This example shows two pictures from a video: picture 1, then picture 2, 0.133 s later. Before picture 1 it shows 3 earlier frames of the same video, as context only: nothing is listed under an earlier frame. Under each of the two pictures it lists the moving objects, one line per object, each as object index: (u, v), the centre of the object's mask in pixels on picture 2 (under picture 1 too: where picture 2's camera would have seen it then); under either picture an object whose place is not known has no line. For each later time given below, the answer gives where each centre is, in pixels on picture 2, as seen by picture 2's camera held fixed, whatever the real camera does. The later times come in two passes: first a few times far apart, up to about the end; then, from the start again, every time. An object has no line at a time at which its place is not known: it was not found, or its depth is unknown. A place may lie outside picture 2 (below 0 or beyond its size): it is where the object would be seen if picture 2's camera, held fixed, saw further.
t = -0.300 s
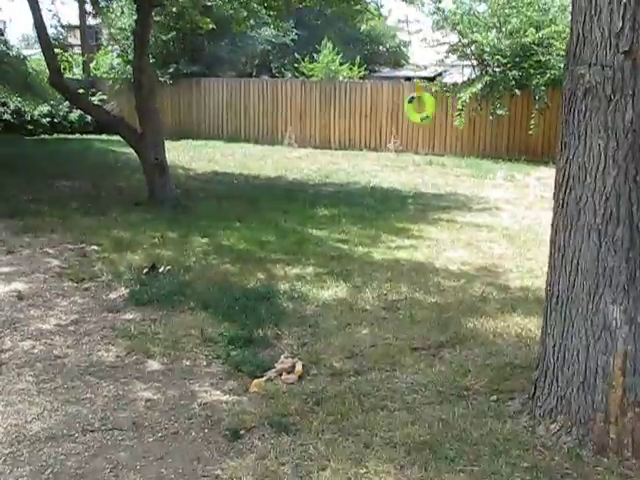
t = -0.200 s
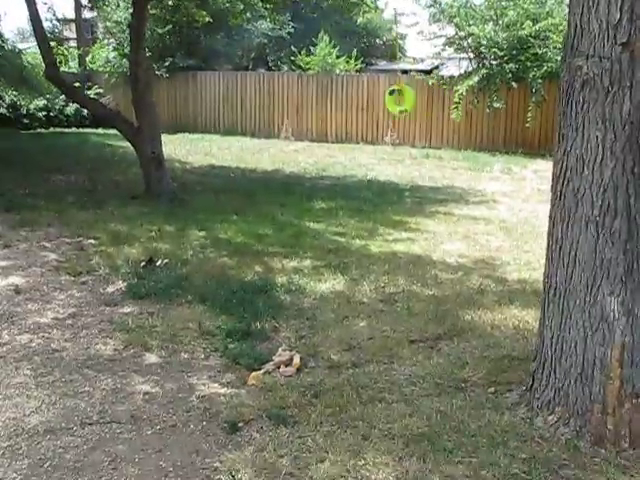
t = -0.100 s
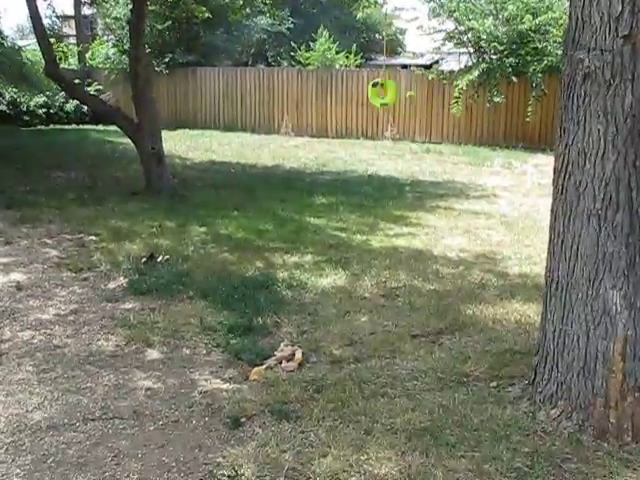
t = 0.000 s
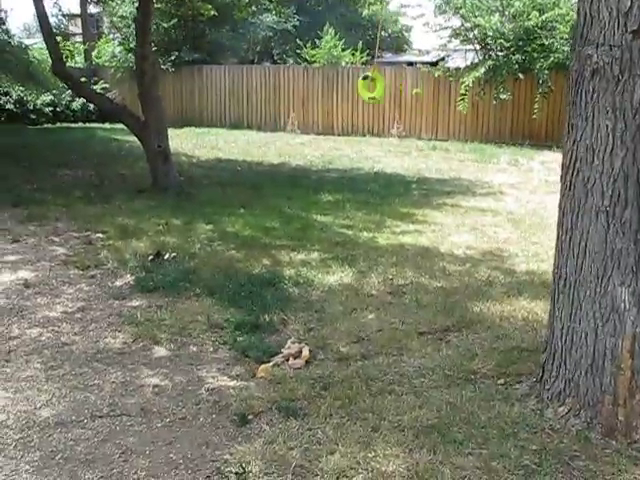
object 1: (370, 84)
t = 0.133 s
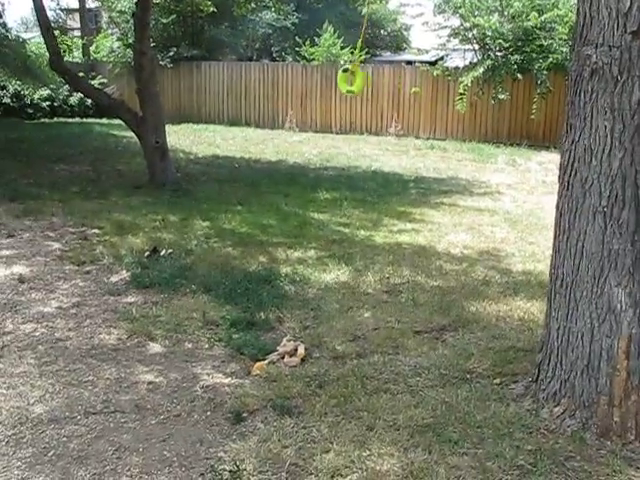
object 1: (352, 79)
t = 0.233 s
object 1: (340, 76)
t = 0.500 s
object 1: (334, 79)
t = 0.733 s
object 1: (362, 87)
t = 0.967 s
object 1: (412, 88)
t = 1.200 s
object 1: (448, 79)
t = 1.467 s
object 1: (444, 83)
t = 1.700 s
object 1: (404, 92)
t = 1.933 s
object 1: (358, 86)
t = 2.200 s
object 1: (328, 78)
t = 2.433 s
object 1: (331, 79)
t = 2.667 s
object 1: (366, 90)
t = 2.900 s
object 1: (415, 90)
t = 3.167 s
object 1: (452, 82)
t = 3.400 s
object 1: (446, 83)
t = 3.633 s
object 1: (404, 89)
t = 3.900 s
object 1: (351, 84)
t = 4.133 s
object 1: (329, 76)
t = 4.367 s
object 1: (335, 79)
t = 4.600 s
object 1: (371, 86)
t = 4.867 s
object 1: (424, 87)
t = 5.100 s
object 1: (451, 80)
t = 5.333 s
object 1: (442, 81)
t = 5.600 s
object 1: (395, 89)
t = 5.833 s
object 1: (351, 84)
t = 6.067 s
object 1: (334, 77)
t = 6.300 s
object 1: (345, 77)
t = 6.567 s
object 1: (385, 85)
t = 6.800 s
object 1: (428, 87)
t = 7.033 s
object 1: (459, 82)
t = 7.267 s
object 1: (460, 80)
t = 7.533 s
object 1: (420, 83)
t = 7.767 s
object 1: (374, 82)
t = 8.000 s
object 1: (356, 75)
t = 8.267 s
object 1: (369, 78)
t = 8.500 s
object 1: (411, 84)
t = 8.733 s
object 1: (461, 88)
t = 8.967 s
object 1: (495, 84)
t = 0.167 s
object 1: (347, 78)
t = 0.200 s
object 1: (344, 77)
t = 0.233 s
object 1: (340, 76)
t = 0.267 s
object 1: (337, 76)
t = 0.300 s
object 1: (336, 76)
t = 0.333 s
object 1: (334, 76)
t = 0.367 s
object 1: (333, 76)
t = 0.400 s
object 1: (333, 76)
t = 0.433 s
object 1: (332, 77)
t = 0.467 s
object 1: (333, 78)
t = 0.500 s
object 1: (334, 79)
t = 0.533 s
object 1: (336, 80)
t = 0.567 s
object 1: (338, 82)
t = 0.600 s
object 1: (341, 82)
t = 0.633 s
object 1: (345, 85)
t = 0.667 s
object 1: (351, 85)
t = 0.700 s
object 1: (356, 86)
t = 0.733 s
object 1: (362, 87)
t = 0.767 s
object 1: (369, 87)
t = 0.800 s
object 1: (375, 88)
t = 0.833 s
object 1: (383, 89)
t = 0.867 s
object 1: (391, 90)
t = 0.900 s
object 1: (398, 89)
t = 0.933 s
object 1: (405, 88)
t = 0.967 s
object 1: (412, 88)
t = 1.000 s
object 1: (419, 86)
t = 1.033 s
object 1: (426, 85)
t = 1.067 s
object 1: (431, 84)
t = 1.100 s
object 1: (436, 83)
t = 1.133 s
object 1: (441, 82)
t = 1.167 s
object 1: (444, 81)
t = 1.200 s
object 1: (448, 79)
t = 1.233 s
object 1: (450, 80)
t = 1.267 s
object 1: (452, 79)
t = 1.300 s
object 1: (453, 79)
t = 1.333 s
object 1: (453, 80)
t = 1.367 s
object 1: (452, 80)
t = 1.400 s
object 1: (450, 81)
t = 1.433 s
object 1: (447, 82)
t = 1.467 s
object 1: (444, 83)
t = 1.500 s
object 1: (440, 84)
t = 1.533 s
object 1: (435, 85)
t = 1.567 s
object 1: (429, 87)
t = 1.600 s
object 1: (424, 88)
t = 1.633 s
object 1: (418, 88)
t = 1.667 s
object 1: (411, 90)
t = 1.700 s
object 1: (404, 92)
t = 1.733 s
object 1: (398, 91)
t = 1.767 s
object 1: (391, 91)
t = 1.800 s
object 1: (383, 90)
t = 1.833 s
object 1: (377, 90)
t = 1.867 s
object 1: (371, 89)
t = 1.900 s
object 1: (364, 88)
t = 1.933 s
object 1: (358, 86)
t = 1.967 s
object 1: (352, 85)
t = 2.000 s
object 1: (347, 83)
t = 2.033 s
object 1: (343, 82)
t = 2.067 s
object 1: (338, 81)
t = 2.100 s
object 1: (334, 81)
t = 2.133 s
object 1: (332, 80)
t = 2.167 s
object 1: (330, 78)
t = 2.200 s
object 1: (328, 78)
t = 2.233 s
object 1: (327, 77)
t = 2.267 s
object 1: (327, 77)
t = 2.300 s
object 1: (326, 77)
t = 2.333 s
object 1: (327, 77)
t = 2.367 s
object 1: (327, 78)
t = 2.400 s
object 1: (329, 78)
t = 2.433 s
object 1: (331, 79)
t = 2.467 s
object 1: (335, 81)
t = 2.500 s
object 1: (338, 82)
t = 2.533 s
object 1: (343, 84)
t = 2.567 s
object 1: (348, 85)
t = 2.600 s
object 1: (353, 87)
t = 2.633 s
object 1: (359, 88)
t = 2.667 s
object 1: (366, 90)
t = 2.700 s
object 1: (373, 91)
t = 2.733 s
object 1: (380, 91)
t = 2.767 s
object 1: (387, 92)
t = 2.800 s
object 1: (394, 91)
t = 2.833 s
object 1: (402, 92)
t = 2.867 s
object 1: (409, 91)
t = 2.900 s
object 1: (415, 90)
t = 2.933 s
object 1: (422, 88)
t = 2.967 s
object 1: (428, 87)
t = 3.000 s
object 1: (433, 86)
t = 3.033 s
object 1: (438, 86)
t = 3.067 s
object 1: (443, 85)
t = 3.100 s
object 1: (447, 84)
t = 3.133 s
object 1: (449, 82)
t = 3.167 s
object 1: (452, 82)
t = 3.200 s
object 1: (454, 82)
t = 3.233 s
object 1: (454, 82)
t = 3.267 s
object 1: (454, 81)
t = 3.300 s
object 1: (453, 82)
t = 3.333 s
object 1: (452, 82)
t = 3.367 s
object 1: (449, 82)
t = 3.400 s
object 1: (446, 83)
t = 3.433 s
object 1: (442, 84)
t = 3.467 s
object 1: (437, 85)
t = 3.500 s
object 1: (432, 86)
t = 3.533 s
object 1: (426, 87)
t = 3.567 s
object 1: (419, 88)
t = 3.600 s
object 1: (412, 89)
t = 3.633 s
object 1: (404, 89)
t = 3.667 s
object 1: (397, 89)
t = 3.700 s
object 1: (389, 89)
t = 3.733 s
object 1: (383, 88)
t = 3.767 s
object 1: (375, 88)
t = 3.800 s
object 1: (368, 87)
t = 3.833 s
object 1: (362, 86)
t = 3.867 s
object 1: (356, 86)
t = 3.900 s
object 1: (351, 84)
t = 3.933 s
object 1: (346, 84)
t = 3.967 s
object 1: (342, 82)
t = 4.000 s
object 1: (338, 81)
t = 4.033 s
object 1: (335, 79)
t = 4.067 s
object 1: (332, 78)
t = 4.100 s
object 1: (330, 77)
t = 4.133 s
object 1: (329, 76)
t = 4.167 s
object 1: (328, 76)
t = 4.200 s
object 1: (328, 76)
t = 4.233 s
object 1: (328, 76)
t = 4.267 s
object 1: (329, 77)
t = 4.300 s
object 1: (330, 77)
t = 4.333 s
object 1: (331, 78)
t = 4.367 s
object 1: (335, 79)
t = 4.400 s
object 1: (339, 79)
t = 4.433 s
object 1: (343, 80)
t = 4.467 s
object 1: (347, 82)
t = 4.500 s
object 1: (354, 82)
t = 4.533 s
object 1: (359, 84)
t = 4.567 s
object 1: (364, 85)
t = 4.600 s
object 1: (371, 86)
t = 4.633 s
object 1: (376, 89)
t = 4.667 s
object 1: (384, 89)
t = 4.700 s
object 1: (391, 89)
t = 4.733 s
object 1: (397, 88)
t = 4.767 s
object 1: (404, 89)
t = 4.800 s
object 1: (411, 88)
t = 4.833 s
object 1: (418, 87)
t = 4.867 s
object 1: (424, 87)
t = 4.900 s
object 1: (429, 85)
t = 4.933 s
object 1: (435, 85)
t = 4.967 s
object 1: (439, 83)
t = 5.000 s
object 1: (443, 82)
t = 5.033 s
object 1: (446, 81)
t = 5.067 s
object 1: (449, 81)
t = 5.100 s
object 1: (451, 80)
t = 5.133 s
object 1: (452, 80)
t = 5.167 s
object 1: (452, 79)
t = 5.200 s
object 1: (451, 79)
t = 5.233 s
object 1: (451, 80)
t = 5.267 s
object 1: (448, 80)
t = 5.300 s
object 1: (446, 81)
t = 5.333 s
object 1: (442, 81)
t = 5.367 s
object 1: (438, 83)
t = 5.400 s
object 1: (433, 83)
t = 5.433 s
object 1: (428, 84)
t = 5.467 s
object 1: (421, 84)
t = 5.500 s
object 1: (416, 85)
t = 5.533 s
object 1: (408, 88)
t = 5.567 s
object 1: (402, 89)
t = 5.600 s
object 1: (395, 89)
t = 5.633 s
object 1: (387, 89)
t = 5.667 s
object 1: (380, 89)
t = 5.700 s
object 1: (374, 88)
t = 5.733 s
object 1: (367, 87)
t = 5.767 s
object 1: (362, 86)
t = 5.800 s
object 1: (357, 85)
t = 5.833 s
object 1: (351, 84)
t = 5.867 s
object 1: (346, 82)
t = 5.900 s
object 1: (343, 81)
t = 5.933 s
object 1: (340, 81)
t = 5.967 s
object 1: (337, 79)
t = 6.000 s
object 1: (336, 78)
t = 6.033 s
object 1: (335, 77)
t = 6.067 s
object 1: (334, 77)
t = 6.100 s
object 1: (334, 76)
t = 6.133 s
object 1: (334, 75)
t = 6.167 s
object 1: (336, 75)
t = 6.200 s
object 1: (337, 76)
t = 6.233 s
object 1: (339, 76)
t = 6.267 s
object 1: (342, 77)
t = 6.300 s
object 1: (345, 77)
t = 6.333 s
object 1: (348, 78)
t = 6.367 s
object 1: (353, 80)
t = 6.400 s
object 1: (358, 80)
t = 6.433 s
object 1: (363, 81)
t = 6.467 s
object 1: (368, 82)
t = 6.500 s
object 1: (373, 83)
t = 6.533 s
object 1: (379, 84)
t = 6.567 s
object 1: (385, 85)
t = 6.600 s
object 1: (391, 86)
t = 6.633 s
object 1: (398, 85)
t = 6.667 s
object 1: (404, 88)
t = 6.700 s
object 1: (410, 88)
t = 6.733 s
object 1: (417, 88)
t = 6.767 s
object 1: (423, 87)
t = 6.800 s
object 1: (428, 87)
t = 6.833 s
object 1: (434, 86)
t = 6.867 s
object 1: (439, 86)
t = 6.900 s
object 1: (445, 85)
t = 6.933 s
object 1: (450, 84)
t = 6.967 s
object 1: (454, 84)
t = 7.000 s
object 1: (457, 83)
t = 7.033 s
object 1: (459, 82)
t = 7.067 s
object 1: (462, 81)
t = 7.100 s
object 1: (463, 81)
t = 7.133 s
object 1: (464, 79)
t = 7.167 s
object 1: (463, 79)
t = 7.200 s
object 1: (463, 79)
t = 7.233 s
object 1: (462, 79)
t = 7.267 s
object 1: (460, 80)
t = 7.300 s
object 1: (458, 80)
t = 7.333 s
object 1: (454, 80)
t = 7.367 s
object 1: (449, 81)
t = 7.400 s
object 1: (445, 82)
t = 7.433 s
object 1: (439, 82)
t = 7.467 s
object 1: (433, 83)
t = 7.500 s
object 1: (427, 83)
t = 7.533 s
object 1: (420, 83)
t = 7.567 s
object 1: (414, 84)
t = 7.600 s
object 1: (408, 84)
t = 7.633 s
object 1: (400, 83)
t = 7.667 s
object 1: (393, 83)
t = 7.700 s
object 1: (385, 83)
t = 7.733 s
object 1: (381, 82)
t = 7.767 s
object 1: (374, 82)
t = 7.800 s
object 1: (372, 80)
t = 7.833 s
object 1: (367, 79)
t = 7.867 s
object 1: (364, 78)
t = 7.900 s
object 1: (361, 77)
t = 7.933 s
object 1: (359, 77)
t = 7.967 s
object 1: (357, 76)
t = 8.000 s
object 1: (356, 75)
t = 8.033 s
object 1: (355, 75)
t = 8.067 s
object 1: (355, 75)
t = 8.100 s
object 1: (356, 75)
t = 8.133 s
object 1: (357, 76)
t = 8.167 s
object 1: (359, 76)
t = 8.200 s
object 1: (361, 77)
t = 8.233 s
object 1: (365, 77)
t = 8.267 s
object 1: (369, 78)
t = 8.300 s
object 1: (374, 78)
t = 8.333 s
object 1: (379, 79)
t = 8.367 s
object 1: (385, 80)
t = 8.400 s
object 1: (391, 81)
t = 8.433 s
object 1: (398, 83)
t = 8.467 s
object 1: (405, 83)
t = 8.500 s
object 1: (411, 84)
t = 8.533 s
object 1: (418, 85)
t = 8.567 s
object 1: (426, 86)
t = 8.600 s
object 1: (432, 87)
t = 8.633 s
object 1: (440, 87)
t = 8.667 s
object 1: (447, 88)
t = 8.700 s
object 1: (454, 88)
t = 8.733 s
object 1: (461, 88)
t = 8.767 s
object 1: (466, 88)
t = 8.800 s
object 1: (473, 86)
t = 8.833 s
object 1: (478, 87)
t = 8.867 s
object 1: (483, 85)
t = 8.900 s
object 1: (488, 85)
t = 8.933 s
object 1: (492, 85)
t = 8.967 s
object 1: (495, 84)
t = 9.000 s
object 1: (497, 84)
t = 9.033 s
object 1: (499, 84)
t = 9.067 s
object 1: (500, 84)
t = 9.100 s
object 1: (499, 84)
